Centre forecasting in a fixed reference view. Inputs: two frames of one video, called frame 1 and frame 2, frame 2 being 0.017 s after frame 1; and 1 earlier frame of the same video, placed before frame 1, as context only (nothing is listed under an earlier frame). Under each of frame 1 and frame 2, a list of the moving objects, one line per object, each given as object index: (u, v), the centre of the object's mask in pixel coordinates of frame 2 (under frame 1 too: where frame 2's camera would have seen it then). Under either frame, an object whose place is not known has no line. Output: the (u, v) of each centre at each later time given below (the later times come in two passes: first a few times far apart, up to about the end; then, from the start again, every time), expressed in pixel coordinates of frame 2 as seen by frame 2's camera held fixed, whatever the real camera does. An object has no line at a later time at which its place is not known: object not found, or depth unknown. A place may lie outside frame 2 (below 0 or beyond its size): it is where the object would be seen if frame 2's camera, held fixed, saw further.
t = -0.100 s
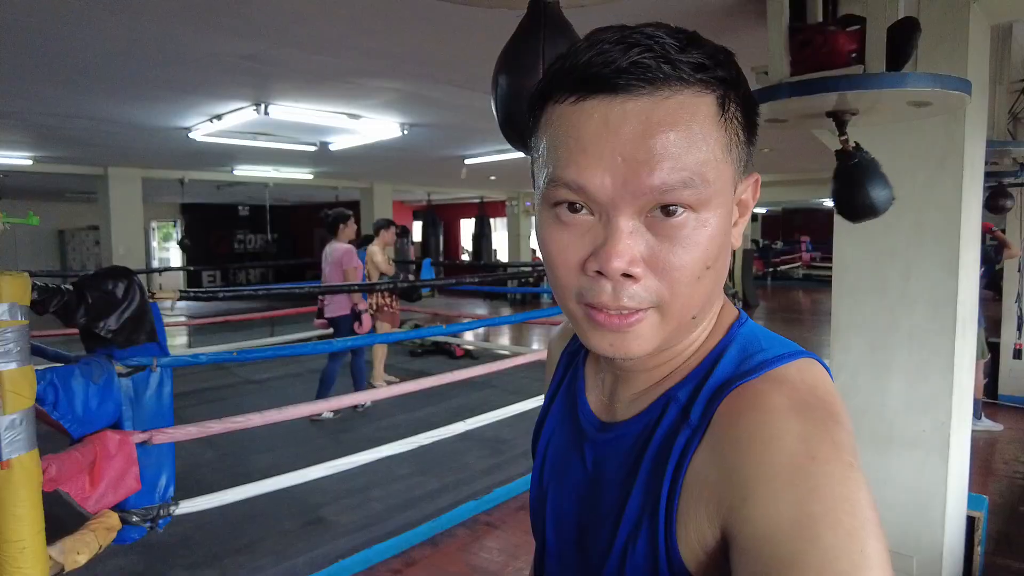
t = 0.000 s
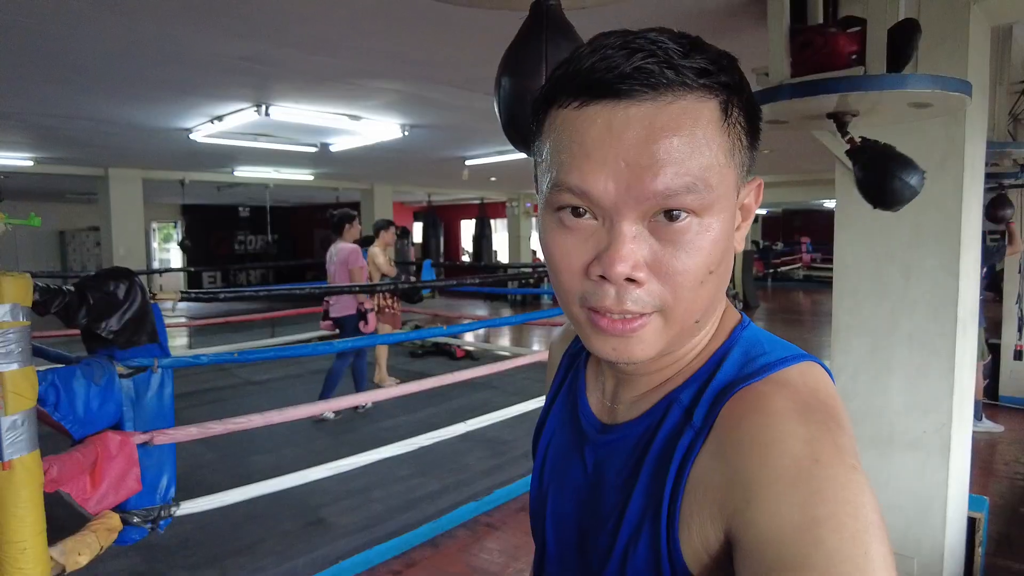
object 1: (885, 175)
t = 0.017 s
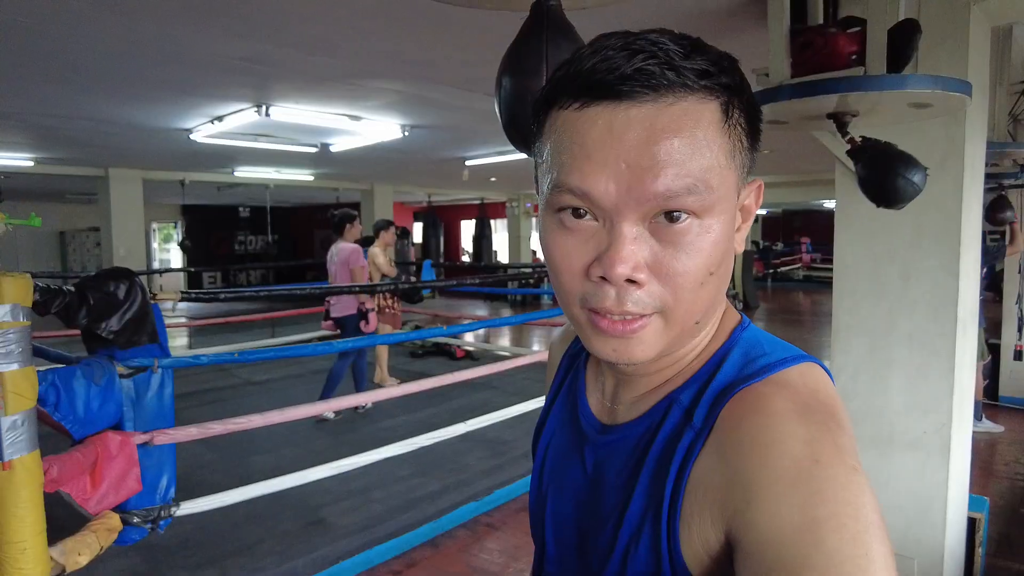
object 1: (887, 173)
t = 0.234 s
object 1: (868, 184)
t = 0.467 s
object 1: (802, 179)
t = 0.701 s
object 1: (817, 186)
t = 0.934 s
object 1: (881, 177)
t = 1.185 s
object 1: (861, 186)
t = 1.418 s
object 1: (806, 179)
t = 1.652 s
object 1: (826, 189)
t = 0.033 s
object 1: (889, 172)
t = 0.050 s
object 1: (890, 171)
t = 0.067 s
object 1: (890, 170)
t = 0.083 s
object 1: (890, 170)
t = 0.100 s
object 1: (890, 170)
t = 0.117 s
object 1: (889, 171)
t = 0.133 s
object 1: (888, 172)
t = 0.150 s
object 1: (886, 173)
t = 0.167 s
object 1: (883, 175)
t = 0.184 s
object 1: (881, 177)
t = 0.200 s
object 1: (877, 180)
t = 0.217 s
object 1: (873, 182)
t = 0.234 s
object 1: (868, 184)
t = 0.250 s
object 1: (863, 186)
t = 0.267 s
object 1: (858, 188)
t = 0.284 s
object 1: (852, 189)
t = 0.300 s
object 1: (846, 190)
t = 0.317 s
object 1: (841, 190)
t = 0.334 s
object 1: (835, 190)
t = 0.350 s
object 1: (829, 190)
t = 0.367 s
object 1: (824, 189)
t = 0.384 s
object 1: (819, 188)
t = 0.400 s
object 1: (815, 186)
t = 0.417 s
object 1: (811, 184)
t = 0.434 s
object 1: (808, 182)
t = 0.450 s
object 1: (805, 181)
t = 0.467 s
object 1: (802, 179)
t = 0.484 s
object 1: (801, 178)
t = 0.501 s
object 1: (799, 177)
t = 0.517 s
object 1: (799, 176)
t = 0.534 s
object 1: (798, 176)
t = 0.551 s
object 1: (798, 175)
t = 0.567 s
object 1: (799, 176)
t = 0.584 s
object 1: (799, 176)
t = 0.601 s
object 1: (800, 177)
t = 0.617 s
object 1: (802, 178)
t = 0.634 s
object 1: (804, 179)
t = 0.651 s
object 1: (806, 181)
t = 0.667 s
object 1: (809, 183)
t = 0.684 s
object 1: (813, 185)
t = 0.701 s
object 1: (817, 186)
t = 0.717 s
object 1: (821, 188)
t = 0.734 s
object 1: (826, 189)
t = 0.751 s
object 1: (831, 190)
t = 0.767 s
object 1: (836, 191)
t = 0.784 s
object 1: (842, 191)
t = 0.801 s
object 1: (847, 190)
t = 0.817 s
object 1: (852, 189)
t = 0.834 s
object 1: (857, 188)
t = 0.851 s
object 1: (862, 187)
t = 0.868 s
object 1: (867, 185)
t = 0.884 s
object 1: (871, 183)
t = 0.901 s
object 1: (874, 181)
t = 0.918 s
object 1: (878, 179)
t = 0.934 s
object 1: (881, 177)
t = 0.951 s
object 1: (883, 175)
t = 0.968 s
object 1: (885, 174)
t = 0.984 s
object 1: (886, 173)
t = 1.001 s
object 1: (886, 172)
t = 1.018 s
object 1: (886, 172)
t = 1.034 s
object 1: (886, 172)
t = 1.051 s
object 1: (885, 173)
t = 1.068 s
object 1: (884, 174)
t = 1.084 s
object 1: (882, 175)
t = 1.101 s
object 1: (879, 177)
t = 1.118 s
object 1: (877, 179)
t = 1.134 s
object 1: (873, 181)
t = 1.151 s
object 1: (869, 183)
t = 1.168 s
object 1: (865, 184)
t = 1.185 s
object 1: (861, 186)
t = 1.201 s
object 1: (856, 188)
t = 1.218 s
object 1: (851, 189)
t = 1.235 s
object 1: (846, 189)
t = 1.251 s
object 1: (841, 189)
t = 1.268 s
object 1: (835, 190)
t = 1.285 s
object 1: (831, 189)
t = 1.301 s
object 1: (826, 189)
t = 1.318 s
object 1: (822, 188)
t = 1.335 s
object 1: (818, 186)
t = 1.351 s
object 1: (815, 185)
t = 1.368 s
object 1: (812, 184)
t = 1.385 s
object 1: (810, 182)
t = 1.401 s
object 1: (808, 181)
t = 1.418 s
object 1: (806, 179)
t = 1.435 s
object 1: (805, 179)
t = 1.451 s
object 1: (805, 178)
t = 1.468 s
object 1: (804, 178)
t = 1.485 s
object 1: (804, 178)
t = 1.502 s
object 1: (805, 178)
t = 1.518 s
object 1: (805, 178)
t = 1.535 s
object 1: (807, 179)
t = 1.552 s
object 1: (808, 180)
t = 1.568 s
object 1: (810, 181)
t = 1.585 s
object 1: (812, 182)
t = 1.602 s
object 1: (815, 184)
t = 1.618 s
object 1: (819, 186)
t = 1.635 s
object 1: (822, 187)
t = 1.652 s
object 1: (826, 189)
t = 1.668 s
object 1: (830, 190)
